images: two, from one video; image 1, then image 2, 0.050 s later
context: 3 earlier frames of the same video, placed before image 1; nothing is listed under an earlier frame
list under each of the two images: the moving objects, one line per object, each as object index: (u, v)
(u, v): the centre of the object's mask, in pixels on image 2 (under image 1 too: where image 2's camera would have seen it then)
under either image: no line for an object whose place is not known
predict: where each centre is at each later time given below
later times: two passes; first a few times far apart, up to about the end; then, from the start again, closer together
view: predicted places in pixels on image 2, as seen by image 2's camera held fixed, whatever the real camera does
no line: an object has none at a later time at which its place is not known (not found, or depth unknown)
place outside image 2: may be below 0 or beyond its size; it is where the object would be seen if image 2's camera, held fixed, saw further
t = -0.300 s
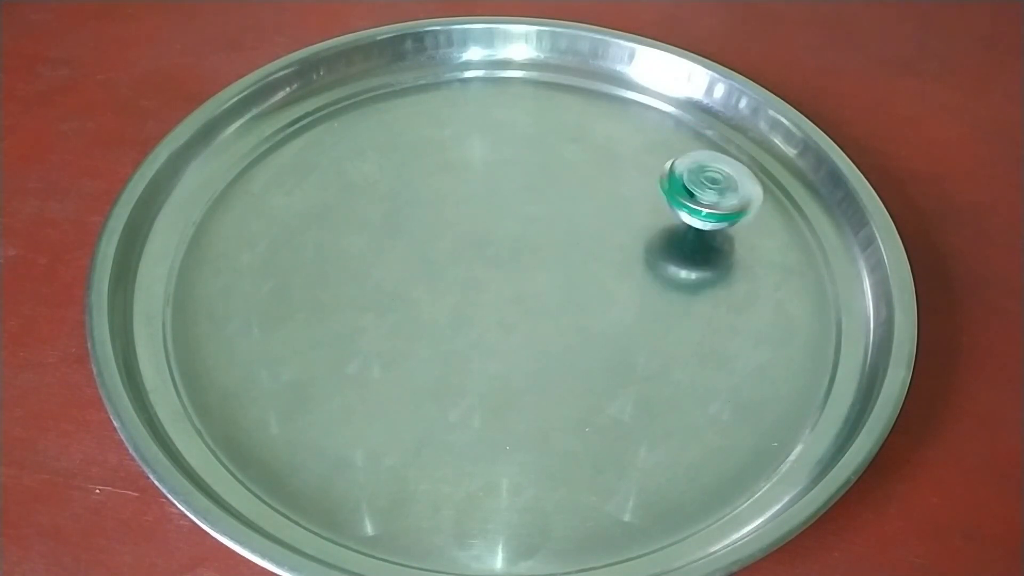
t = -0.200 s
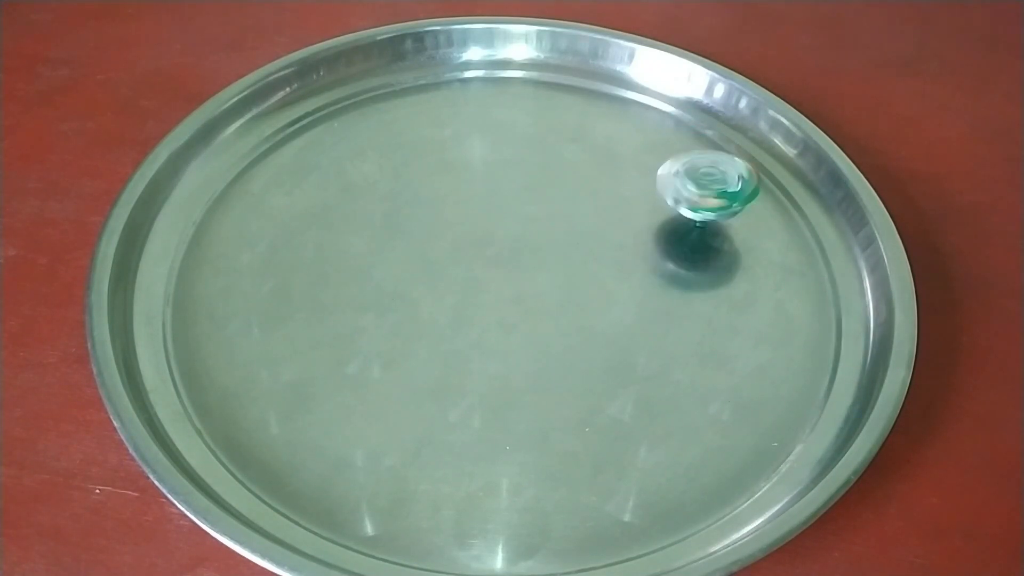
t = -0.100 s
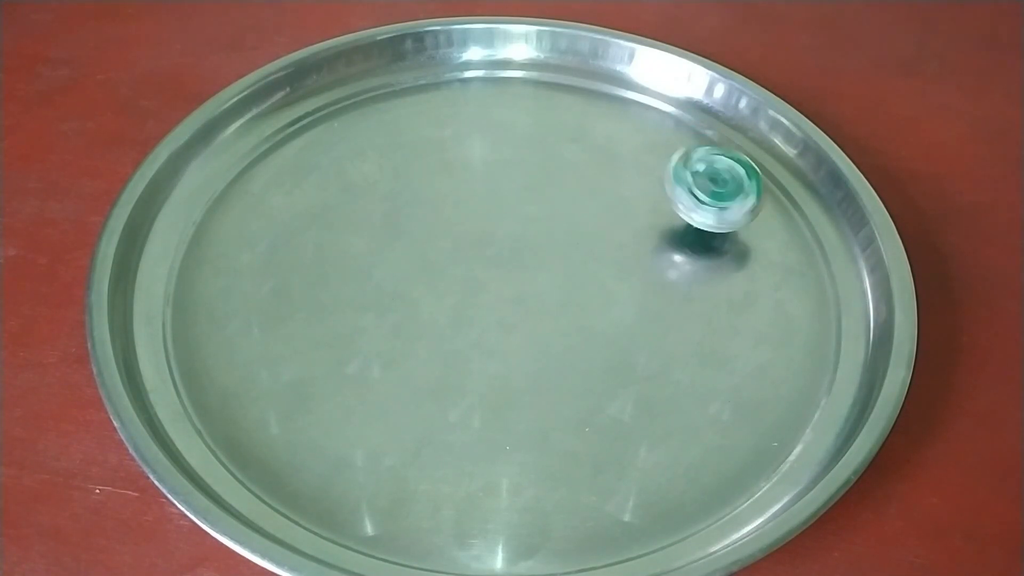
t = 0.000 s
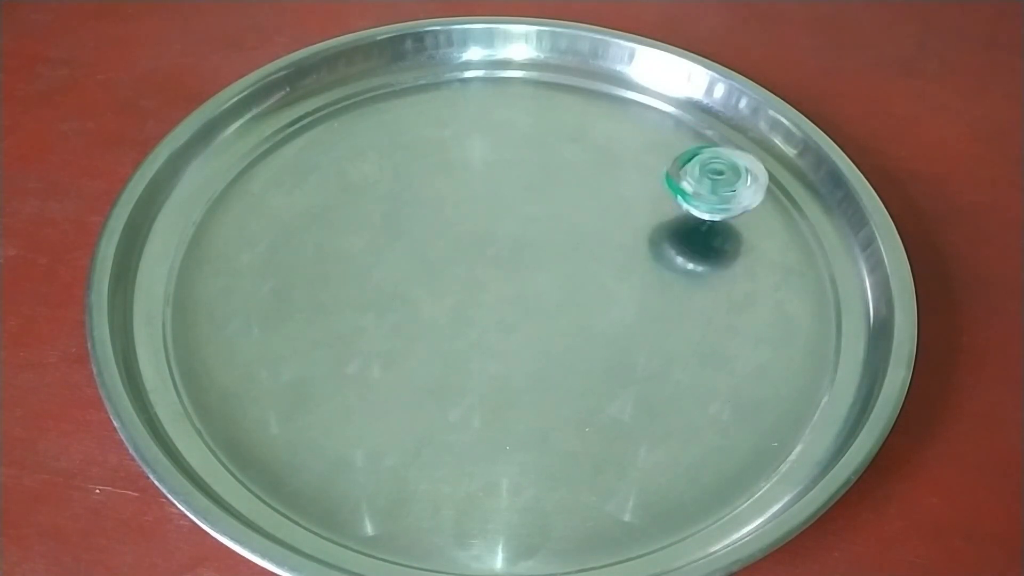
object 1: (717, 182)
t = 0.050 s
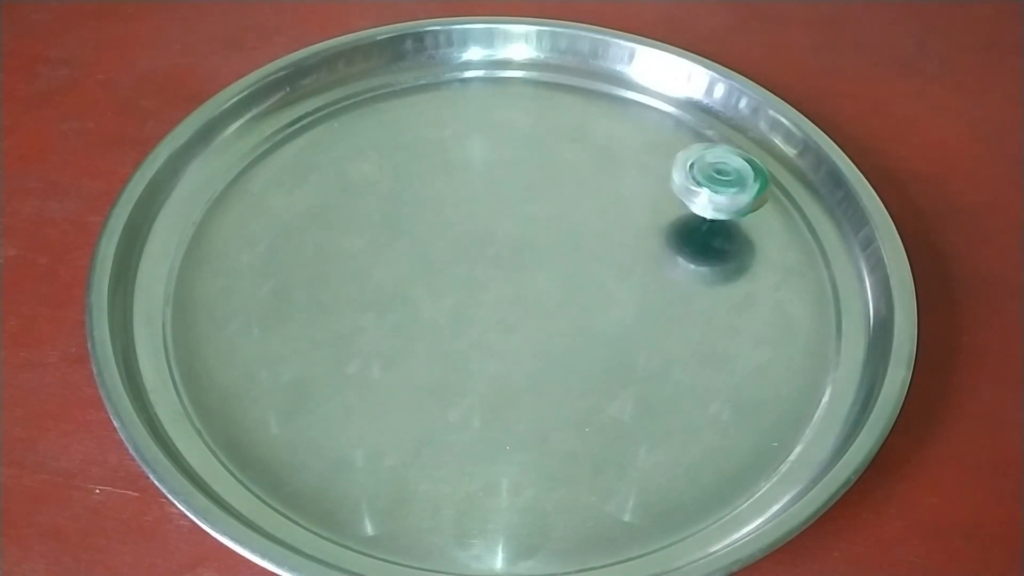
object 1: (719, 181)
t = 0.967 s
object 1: (707, 167)
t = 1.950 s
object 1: (691, 158)
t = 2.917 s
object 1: (679, 155)
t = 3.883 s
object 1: (675, 156)
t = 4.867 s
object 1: (684, 161)
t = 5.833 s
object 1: (696, 169)
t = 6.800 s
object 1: (674, 171)
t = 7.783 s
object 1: (620, 137)
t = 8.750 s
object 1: (674, 159)
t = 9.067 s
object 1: (669, 167)
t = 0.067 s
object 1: (721, 181)
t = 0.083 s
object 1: (723, 182)
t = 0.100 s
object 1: (724, 183)
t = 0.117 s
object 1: (724, 184)
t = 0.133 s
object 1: (723, 185)
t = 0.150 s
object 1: (721, 185)
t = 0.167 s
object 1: (718, 184)
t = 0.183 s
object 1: (718, 183)
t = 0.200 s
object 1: (719, 182)
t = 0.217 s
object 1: (720, 182)
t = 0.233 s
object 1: (722, 182)
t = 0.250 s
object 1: (723, 183)
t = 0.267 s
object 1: (724, 184)
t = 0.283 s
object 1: (724, 184)
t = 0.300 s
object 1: (722, 185)
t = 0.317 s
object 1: (721, 185)
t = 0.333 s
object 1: (718, 183)
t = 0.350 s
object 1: (718, 182)
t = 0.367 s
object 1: (717, 182)
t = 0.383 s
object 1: (717, 181)
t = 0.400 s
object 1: (717, 182)
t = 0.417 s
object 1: (717, 181)
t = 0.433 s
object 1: (716, 181)
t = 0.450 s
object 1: (713, 181)
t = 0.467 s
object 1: (714, 180)
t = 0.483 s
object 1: (715, 179)
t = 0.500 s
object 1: (714, 179)
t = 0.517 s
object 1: (714, 179)
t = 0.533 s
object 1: (713, 179)
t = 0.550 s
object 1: (711, 178)
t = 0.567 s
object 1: (710, 178)
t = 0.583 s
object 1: (708, 178)
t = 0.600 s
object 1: (708, 176)
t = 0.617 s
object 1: (707, 175)
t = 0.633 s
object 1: (708, 174)
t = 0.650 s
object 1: (709, 174)
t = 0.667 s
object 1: (709, 174)
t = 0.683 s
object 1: (708, 174)
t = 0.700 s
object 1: (708, 174)
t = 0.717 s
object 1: (706, 174)
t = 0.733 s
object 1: (705, 174)
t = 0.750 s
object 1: (703, 172)
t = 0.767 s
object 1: (704, 171)
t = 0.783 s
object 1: (705, 170)
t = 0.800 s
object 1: (707, 170)
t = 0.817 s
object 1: (709, 171)
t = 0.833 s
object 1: (709, 171)
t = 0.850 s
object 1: (710, 171)
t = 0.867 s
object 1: (708, 172)
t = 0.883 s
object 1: (707, 171)
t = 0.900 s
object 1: (706, 170)
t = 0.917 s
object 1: (706, 168)
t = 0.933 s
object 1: (707, 167)
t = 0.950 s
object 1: (707, 167)
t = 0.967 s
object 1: (707, 167)
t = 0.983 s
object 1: (709, 168)
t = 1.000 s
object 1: (708, 167)
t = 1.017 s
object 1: (707, 167)
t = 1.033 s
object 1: (709, 167)
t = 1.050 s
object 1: (710, 167)
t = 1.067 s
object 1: (711, 167)
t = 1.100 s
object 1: (711, 168)
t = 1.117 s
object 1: (711, 168)
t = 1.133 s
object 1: (709, 168)
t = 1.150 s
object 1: (707, 168)
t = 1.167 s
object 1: (706, 167)
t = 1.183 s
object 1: (706, 166)
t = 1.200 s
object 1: (707, 166)
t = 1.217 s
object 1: (708, 166)
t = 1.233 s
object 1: (709, 167)
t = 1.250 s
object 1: (710, 167)
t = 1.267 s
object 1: (710, 168)
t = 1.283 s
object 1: (709, 169)
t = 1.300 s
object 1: (707, 168)
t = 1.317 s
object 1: (705, 167)
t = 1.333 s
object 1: (704, 166)
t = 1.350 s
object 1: (704, 165)
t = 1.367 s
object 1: (704, 165)
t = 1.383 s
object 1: (705, 166)
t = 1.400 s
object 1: (704, 165)
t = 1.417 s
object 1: (704, 166)
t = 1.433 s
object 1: (702, 166)
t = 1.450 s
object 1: (700, 166)
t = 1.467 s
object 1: (700, 166)
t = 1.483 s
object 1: (699, 165)
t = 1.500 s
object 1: (699, 165)
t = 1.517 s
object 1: (699, 166)
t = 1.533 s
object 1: (698, 166)
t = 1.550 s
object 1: (697, 166)
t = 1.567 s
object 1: (696, 167)
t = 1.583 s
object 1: (693, 167)
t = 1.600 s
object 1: (692, 167)
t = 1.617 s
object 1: (691, 166)
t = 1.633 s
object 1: (691, 165)
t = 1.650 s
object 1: (692, 166)
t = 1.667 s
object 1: (692, 166)
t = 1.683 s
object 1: (692, 166)
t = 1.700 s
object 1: (693, 166)
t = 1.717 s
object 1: (692, 167)
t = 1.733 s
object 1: (690, 166)
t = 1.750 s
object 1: (690, 166)
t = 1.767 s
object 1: (690, 165)
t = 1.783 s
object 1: (690, 164)
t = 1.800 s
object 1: (690, 164)
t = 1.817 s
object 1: (691, 164)
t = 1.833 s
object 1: (691, 164)
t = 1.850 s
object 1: (691, 163)
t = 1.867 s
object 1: (689, 163)
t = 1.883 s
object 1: (689, 162)
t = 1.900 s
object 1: (689, 161)
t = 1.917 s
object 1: (689, 159)
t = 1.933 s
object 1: (690, 158)
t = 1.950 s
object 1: (691, 158)
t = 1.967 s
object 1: (692, 159)
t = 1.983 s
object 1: (692, 159)
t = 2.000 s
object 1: (692, 159)
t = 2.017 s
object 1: (690, 159)
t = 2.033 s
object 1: (690, 159)
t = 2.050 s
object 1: (689, 158)
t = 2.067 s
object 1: (689, 157)
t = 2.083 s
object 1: (690, 156)
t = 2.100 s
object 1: (692, 157)
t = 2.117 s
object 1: (692, 157)
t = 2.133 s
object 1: (692, 158)
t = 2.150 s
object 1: (691, 158)
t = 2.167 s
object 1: (689, 158)
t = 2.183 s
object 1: (687, 158)
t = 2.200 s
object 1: (685, 157)
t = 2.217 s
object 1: (685, 156)
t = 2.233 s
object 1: (685, 155)
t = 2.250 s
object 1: (686, 156)
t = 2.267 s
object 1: (685, 156)
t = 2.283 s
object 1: (686, 156)
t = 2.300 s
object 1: (685, 157)
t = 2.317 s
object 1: (682, 157)
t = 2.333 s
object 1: (683, 156)
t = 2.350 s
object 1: (683, 156)
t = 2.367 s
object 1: (683, 155)
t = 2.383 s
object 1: (681, 155)
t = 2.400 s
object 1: (680, 155)
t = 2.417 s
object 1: (678, 154)
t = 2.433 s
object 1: (678, 154)
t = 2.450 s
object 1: (676, 153)
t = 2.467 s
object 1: (675, 152)
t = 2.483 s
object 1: (675, 151)
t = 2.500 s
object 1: (675, 151)
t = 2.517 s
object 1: (676, 150)
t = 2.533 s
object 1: (677, 150)
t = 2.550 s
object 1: (678, 151)
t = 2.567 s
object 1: (678, 151)
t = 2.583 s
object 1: (677, 151)
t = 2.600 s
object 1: (676, 151)
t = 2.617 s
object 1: (675, 151)
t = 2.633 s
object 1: (674, 151)
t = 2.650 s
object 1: (673, 150)
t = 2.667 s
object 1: (674, 148)
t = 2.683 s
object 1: (675, 149)
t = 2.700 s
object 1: (676, 150)
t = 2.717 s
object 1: (677, 150)
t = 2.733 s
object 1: (678, 151)
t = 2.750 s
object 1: (678, 151)
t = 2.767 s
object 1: (677, 151)
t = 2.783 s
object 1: (677, 151)
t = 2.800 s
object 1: (677, 151)
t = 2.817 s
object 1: (678, 151)
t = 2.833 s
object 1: (680, 151)
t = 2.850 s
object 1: (681, 153)
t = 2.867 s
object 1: (682, 153)
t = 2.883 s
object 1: (682, 154)
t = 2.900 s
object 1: (680, 155)
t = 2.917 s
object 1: (679, 155)
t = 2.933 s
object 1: (678, 156)
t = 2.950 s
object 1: (676, 154)
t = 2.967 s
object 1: (677, 154)
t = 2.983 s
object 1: (678, 154)
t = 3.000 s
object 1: (679, 155)
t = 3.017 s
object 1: (679, 155)
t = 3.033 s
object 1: (680, 156)
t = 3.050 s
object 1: (679, 157)
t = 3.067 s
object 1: (677, 157)
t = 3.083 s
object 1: (678, 156)
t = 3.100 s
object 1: (678, 156)
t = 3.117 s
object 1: (678, 156)
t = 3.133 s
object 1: (678, 157)
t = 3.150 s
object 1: (678, 157)
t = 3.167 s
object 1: (678, 157)
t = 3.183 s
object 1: (678, 157)
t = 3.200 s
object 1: (677, 157)
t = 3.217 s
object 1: (676, 156)
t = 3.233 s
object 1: (675, 154)
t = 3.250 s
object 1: (675, 154)
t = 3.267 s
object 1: (677, 153)
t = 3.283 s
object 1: (678, 153)
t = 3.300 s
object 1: (680, 154)
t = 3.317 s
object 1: (681, 155)
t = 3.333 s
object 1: (682, 155)
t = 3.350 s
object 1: (681, 155)
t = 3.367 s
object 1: (680, 155)
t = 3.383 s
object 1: (679, 155)
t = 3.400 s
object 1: (679, 154)
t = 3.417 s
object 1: (679, 152)
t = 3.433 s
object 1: (680, 152)
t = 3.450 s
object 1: (681, 153)
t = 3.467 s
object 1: (681, 153)
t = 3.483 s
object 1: (682, 154)
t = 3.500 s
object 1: (681, 154)
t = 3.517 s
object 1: (682, 153)
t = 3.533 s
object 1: (682, 153)
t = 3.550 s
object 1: (683, 154)
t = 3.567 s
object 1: (683, 154)
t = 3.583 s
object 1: (683, 155)
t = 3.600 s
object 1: (683, 156)
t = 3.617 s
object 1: (682, 156)
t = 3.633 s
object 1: (682, 156)
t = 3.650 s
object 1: (680, 157)
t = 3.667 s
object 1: (679, 156)
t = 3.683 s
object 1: (679, 156)
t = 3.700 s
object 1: (679, 156)
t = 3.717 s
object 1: (680, 157)
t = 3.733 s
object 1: (681, 157)
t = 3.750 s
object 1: (681, 158)
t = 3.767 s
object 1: (681, 159)
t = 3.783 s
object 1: (681, 159)
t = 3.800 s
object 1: (678, 160)
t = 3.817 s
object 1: (677, 159)
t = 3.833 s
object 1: (675, 158)
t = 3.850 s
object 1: (674, 157)
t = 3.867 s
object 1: (674, 156)
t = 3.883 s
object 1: (675, 156)
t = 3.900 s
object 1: (676, 156)
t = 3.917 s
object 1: (677, 156)
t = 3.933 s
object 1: (677, 157)
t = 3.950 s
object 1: (677, 157)
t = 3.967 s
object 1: (675, 156)
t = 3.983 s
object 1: (677, 156)
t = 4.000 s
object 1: (678, 156)
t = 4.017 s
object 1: (679, 155)
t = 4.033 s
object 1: (679, 156)
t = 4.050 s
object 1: (680, 156)
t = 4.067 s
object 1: (679, 157)
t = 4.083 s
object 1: (678, 157)
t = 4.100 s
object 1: (676, 157)
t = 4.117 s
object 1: (676, 157)
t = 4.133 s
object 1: (675, 157)
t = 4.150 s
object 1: (675, 155)
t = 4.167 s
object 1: (676, 154)
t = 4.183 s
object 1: (678, 154)
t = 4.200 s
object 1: (680, 155)
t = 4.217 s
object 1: (681, 156)
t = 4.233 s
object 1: (683, 157)
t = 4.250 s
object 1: (683, 158)
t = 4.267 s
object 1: (681, 158)
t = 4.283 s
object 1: (682, 159)
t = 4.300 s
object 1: (682, 160)
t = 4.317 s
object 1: (681, 159)
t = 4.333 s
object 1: (680, 159)
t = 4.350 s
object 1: (680, 160)
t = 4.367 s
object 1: (679, 161)
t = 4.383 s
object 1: (679, 161)
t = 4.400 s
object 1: (679, 161)
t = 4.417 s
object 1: (677, 161)
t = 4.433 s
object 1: (677, 161)
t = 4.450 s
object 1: (678, 160)
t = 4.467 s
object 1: (679, 160)
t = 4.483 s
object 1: (680, 160)
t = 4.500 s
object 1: (680, 161)
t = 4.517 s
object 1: (680, 162)
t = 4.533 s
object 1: (680, 162)
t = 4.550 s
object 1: (680, 163)
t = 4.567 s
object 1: (679, 163)
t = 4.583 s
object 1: (678, 162)
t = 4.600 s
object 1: (676, 161)
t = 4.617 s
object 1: (675, 160)
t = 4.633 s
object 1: (676, 159)
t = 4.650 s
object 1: (677, 159)
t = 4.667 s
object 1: (678, 159)
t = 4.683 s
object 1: (679, 159)
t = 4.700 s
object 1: (681, 159)
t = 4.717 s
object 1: (682, 160)
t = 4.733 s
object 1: (681, 160)
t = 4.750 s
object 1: (681, 160)
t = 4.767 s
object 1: (683, 160)
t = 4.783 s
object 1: (684, 160)
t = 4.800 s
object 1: (685, 159)
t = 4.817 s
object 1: (685, 160)
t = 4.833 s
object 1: (685, 161)
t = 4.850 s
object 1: (685, 161)
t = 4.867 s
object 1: (684, 161)
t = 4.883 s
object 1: (683, 162)
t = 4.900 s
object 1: (682, 161)
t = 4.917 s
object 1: (681, 161)
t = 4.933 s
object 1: (681, 160)
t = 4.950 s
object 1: (682, 160)
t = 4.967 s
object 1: (684, 160)
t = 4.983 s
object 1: (685, 161)
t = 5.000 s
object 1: (686, 161)
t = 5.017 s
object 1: (686, 162)
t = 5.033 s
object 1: (686, 163)
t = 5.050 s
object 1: (684, 163)
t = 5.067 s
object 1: (684, 163)
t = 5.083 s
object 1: (685, 164)
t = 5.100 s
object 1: (685, 163)
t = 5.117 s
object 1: (684, 163)
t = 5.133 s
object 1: (684, 164)
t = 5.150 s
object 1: (683, 164)
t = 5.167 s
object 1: (683, 165)
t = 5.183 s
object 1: (683, 165)
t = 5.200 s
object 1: (681, 165)
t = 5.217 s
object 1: (682, 164)
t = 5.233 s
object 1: (682, 164)
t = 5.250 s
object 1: (683, 164)
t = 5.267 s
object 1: (684, 163)
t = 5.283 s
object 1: (686, 164)
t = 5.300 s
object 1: (688, 165)
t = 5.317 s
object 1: (688, 166)
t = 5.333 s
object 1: (689, 167)
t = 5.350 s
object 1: (688, 167)
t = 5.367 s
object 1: (686, 168)
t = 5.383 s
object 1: (687, 168)
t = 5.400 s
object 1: (685, 167)
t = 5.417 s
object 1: (685, 166)
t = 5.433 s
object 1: (685, 166)
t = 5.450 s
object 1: (686, 166)
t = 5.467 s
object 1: (687, 167)
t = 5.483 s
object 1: (688, 167)
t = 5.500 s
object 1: (688, 167)
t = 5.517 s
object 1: (688, 168)
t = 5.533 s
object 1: (686, 169)
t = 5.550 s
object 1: (688, 168)
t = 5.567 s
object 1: (689, 168)
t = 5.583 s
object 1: (690, 168)
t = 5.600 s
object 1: (690, 169)
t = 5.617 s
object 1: (691, 169)
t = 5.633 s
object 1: (690, 169)
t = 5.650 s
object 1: (690, 170)
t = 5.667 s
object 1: (689, 169)
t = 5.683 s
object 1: (688, 169)
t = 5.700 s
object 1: (688, 169)
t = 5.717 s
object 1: (688, 168)
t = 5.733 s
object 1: (689, 167)
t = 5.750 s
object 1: (691, 167)
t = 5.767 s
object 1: (692, 167)
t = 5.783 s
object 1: (694, 167)
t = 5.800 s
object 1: (695, 168)
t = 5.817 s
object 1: (696, 169)
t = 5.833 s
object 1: (696, 169)
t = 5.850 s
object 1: (694, 170)
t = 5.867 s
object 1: (695, 171)
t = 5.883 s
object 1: (694, 171)
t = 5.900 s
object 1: (693, 169)
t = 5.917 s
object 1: (693, 168)
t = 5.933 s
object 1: (694, 169)
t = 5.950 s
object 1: (694, 169)
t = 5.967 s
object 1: (695, 169)
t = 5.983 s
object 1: (695, 170)
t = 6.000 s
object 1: (695, 170)
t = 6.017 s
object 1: (693, 171)
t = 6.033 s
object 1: (694, 170)
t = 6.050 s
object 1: (695, 170)
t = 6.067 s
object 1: (696, 171)
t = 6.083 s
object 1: (696, 171)
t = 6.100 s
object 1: (696, 172)
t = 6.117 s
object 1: (696, 173)
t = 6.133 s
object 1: (695, 173)
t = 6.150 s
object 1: (694, 173)
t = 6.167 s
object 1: (693, 174)
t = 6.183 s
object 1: (690, 173)
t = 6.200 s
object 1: (690, 172)
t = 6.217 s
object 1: (690, 172)
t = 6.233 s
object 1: (691, 171)
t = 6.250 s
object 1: (692, 171)
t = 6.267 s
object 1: (694, 171)
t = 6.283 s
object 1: (696, 172)
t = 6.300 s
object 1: (697, 173)
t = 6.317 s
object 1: (698, 173)
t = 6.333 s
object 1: (699, 174)
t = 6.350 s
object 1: (698, 174)
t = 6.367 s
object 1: (698, 175)
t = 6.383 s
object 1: (698, 175)
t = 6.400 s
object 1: (699, 174)
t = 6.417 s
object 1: (699, 174)
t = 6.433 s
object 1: (698, 175)
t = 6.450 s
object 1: (698, 176)
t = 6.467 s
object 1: (696, 177)
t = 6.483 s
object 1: (694, 178)
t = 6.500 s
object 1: (690, 179)
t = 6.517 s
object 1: (686, 179)
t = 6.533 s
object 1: (684, 180)
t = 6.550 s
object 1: (684, 182)
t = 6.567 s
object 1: (683, 184)
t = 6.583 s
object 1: (682, 183)
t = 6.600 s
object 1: (681, 182)
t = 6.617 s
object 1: (680, 179)
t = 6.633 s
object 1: (681, 180)
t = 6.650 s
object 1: (679, 179)
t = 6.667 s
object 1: (680, 179)
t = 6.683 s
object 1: (680, 178)
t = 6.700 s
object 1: (680, 178)
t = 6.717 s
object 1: (679, 177)
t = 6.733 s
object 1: (679, 176)
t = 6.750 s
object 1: (677, 175)
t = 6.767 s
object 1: (677, 175)
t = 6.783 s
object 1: (675, 173)
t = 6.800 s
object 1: (674, 171)
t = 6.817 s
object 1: (672, 169)
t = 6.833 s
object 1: (672, 168)
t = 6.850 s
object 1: (671, 167)
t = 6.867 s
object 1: (671, 165)
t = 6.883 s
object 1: (670, 163)
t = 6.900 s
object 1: (670, 162)
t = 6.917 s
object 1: (669, 160)
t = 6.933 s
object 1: (668, 158)
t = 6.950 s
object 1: (666, 156)
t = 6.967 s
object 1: (665, 154)
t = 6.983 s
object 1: (664, 151)
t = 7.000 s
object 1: (663, 149)
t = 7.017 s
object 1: (662, 147)
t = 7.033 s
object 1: (661, 146)
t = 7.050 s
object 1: (658, 144)
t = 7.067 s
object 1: (656, 142)
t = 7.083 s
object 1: (654, 140)
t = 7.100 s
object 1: (651, 139)
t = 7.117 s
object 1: (647, 137)
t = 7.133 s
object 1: (644, 136)
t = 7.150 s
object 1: (641, 135)
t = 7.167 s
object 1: (638, 134)
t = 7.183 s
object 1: (635, 134)
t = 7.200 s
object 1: (632, 134)
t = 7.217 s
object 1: (628, 134)
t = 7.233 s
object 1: (625, 135)
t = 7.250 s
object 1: (623, 135)
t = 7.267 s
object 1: (621, 136)
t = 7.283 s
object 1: (619, 137)
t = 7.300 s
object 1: (617, 137)
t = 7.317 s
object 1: (615, 138)
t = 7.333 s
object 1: (614, 139)
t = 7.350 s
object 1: (612, 139)
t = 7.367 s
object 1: (611, 140)
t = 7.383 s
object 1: (610, 140)
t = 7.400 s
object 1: (610, 141)
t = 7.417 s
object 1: (609, 142)
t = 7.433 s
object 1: (608, 142)
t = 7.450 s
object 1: (608, 142)
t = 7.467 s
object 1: (607, 143)
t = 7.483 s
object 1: (607, 143)
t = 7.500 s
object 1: (607, 143)
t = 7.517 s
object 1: (607, 143)
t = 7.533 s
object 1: (607, 143)
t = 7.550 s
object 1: (607, 143)
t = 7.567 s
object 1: (607, 143)
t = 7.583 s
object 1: (607, 143)
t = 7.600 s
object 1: (607, 143)
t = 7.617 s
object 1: (608, 142)
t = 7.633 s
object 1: (608, 142)
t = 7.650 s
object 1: (609, 141)
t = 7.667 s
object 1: (610, 141)
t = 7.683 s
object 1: (611, 140)
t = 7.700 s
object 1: (612, 139)
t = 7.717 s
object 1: (614, 139)
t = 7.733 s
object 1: (615, 138)
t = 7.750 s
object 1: (615, 138)
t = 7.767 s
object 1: (617, 138)
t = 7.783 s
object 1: (620, 137)
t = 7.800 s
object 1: (621, 136)
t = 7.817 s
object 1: (623, 135)
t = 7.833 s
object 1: (624, 135)
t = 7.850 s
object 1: (625, 134)
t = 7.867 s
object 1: (627, 134)
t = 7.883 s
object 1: (629, 134)
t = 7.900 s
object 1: (631, 134)
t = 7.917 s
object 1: (633, 134)
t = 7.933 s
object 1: (635, 134)
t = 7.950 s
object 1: (637, 134)
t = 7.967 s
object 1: (640, 134)
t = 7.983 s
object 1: (641, 134)
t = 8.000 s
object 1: (643, 134)
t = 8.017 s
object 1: (644, 135)
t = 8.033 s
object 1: (645, 135)
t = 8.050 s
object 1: (646, 135)
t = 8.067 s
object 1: (647, 136)
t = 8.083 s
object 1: (647, 136)
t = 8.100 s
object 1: (648, 136)
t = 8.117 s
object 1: (649, 137)
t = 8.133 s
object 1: (649, 137)
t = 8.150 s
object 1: (650, 137)
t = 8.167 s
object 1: (650, 137)
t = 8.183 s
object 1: (651, 138)
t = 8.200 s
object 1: (652, 138)
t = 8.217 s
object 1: (653, 138)
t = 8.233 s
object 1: (653, 139)
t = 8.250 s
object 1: (654, 139)
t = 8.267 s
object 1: (655, 139)
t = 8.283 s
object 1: (656, 139)
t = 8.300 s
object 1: (656, 139)
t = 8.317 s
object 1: (657, 140)
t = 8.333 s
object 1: (657, 140)
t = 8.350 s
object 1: (658, 141)
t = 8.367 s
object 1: (659, 141)
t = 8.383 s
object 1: (659, 141)
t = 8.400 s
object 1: (660, 142)
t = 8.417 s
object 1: (661, 142)
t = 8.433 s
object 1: (662, 143)
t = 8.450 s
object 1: (663, 143)
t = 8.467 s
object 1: (664, 144)
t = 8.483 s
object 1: (665, 144)
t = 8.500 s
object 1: (666, 145)
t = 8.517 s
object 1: (666, 145)
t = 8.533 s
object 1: (667, 146)
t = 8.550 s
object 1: (668, 147)
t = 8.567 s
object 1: (668, 148)
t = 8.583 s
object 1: (669, 149)
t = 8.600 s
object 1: (670, 150)
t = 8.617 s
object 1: (671, 151)
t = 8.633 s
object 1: (672, 152)
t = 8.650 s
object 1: (673, 153)
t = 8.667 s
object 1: (673, 154)
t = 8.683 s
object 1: (674, 155)
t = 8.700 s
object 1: (674, 156)
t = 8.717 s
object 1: (674, 157)
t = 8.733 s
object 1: (674, 158)
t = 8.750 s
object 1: (674, 159)
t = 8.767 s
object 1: (673, 160)
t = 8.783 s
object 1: (673, 161)
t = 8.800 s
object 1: (673, 162)
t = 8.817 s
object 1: (673, 162)
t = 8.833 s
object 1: (672, 164)
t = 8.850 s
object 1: (672, 165)
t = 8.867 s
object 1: (671, 166)
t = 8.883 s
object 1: (670, 167)
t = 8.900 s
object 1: (669, 167)
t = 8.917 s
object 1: (669, 167)
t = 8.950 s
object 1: (668, 167)
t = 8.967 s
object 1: (669, 167)
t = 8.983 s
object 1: (669, 167)
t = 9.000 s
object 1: (669, 167)
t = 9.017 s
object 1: (669, 167)
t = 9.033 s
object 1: (669, 167)
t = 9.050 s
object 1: (669, 167)
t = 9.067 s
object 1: (669, 167)
